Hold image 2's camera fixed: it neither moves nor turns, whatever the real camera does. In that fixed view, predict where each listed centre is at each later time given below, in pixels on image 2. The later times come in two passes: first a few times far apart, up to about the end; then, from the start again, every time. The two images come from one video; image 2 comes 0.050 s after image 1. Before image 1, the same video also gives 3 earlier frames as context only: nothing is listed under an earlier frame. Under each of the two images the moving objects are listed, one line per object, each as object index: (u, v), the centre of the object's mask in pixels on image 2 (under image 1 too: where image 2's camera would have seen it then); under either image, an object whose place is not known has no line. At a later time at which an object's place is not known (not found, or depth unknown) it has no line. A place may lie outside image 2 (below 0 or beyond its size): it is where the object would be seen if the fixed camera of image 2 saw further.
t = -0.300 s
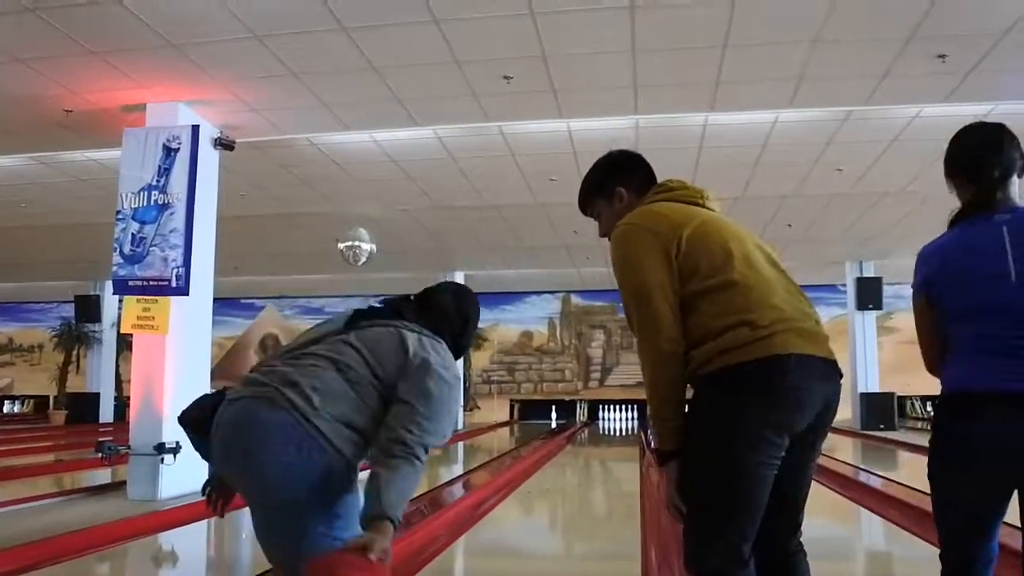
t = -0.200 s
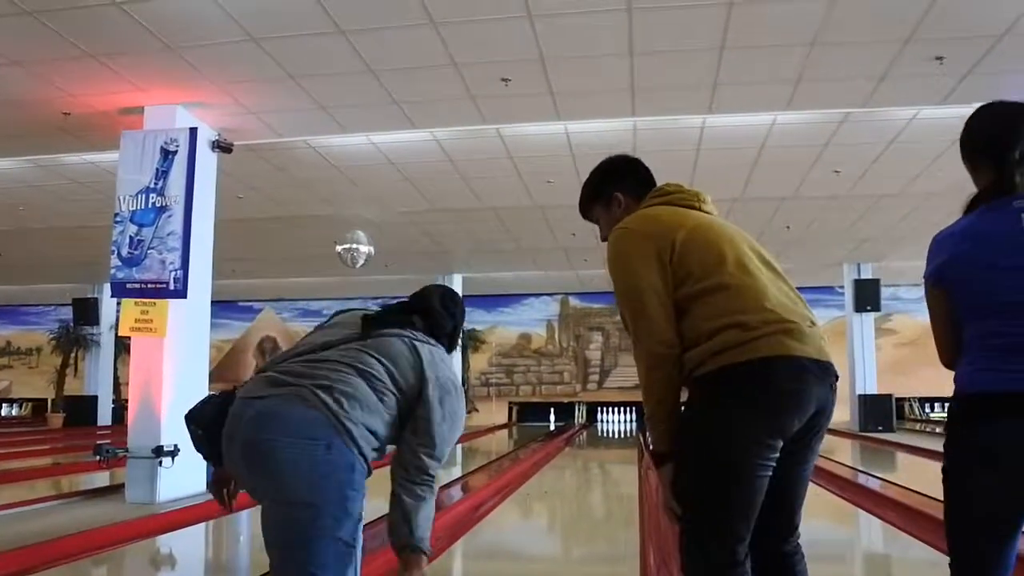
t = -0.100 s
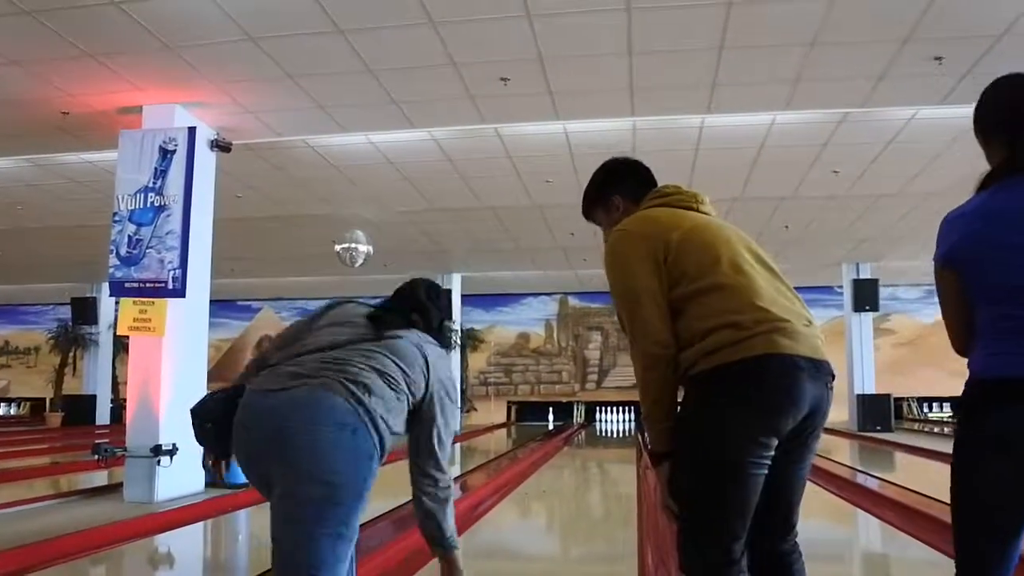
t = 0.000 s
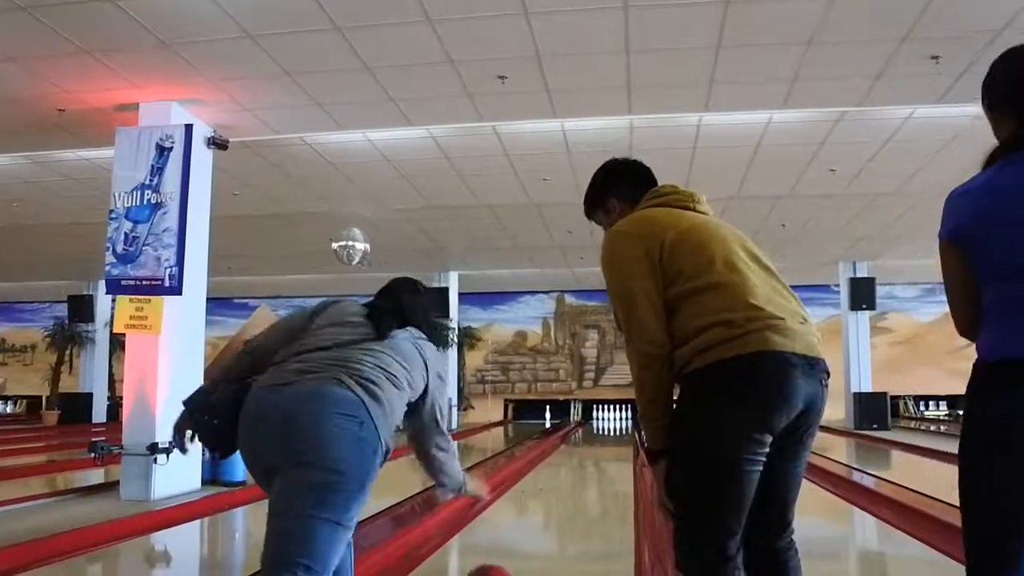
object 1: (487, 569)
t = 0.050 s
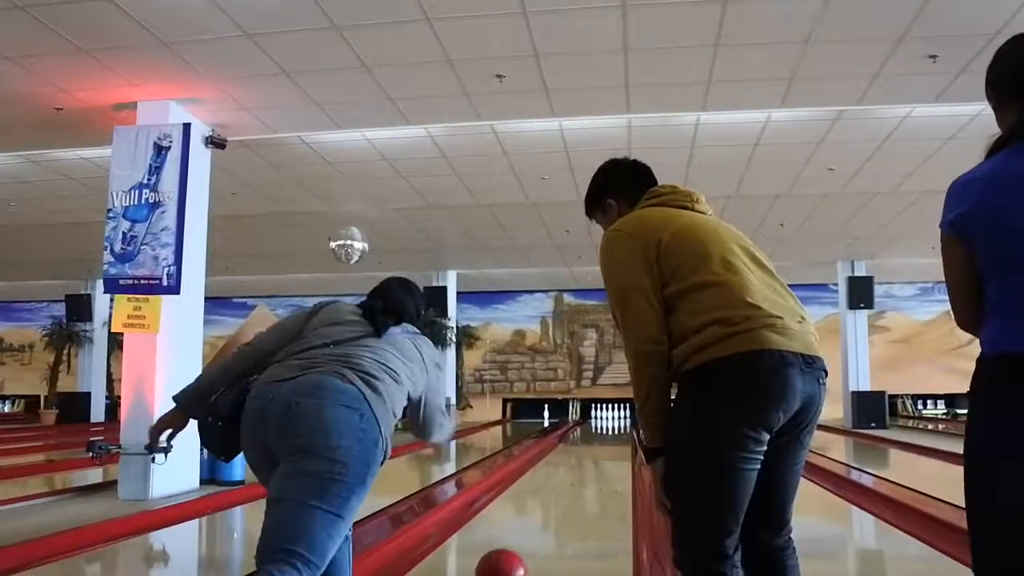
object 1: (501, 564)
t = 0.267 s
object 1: (541, 522)
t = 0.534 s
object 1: (568, 487)
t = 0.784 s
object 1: (582, 467)
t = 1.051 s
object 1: (593, 452)
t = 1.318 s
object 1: (600, 444)
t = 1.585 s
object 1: (606, 437)
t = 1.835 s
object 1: (608, 432)
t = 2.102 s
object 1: (612, 427)
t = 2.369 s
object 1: (615, 426)
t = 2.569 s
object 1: (617, 423)
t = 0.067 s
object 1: (505, 562)
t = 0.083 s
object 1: (509, 559)
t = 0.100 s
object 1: (513, 557)
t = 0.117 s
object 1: (517, 554)
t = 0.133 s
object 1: (520, 551)
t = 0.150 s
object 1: (523, 547)
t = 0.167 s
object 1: (526, 543)
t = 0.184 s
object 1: (529, 539)
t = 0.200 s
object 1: (531, 535)
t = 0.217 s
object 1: (534, 532)
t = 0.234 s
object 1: (537, 529)
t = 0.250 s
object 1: (539, 526)
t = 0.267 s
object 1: (541, 522)
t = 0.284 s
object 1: (544, 519)
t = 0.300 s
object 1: (546, 516)
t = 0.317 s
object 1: (548, 514)
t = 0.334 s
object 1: (550, 511)
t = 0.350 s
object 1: (551, 508)
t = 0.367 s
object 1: (553, 506)
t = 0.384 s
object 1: (555, 503)
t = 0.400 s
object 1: (556, 501)
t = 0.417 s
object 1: (558, 499)
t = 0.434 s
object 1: (560, 497)
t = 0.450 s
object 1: (561, 495)
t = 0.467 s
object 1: (562, 494)
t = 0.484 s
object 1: (564, 492)
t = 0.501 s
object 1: (565, 490)
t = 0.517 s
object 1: (566, 489)
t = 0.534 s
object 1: (568, 487)
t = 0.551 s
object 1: (568, 485)
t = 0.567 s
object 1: (570, 484)
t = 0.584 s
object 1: (571, 482)
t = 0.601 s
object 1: (572, 481)
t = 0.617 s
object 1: (573, 479)
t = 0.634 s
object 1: (574, 478)
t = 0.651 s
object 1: (575, 476)
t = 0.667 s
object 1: (575, 475)
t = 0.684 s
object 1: (576, 474)
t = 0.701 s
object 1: (577, 473)
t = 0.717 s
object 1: (578, 471)
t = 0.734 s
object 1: (579, 470)
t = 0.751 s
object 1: (580, 469)
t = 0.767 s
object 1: (581, 468)
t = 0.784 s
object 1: (582, 467)
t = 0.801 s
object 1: (583, 466)
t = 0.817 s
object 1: (584, 465)
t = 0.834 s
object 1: (584, 464)
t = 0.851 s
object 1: (585, 462)
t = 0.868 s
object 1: (586, 462)
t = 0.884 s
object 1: (586, 461)
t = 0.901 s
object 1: (587, 460)
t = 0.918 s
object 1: (588, 459)
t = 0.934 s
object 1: (588, 458)
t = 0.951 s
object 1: (589, 457)
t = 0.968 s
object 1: (589, 457)
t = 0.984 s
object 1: (590, 455)
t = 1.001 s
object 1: (591, 454)
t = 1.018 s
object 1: (592, 453)
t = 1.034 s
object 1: (592, 453)
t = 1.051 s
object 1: (593, 452)
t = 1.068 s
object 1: (593, 452)
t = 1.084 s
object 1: (594, 451)
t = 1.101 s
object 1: (595, 451)
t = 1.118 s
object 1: (595, 450)
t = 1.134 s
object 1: (595, 449)
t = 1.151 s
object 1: (595, 448)
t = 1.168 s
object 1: (596, 448)
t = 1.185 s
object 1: (597, 448)
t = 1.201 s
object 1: (597, 448)
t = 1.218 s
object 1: (597, 448)
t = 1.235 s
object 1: (597, 447)
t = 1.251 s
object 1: (598, 446)
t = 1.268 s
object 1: (599, 445)
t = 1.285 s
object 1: (600, 445)
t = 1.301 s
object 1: (600, 445)
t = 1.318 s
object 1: (600, 444)
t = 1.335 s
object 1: (601, 443)
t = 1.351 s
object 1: (601, 442)
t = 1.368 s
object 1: (601, 442)
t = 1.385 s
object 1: (601, 441)
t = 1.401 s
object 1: (602, 441)
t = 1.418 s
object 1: (603, 441)
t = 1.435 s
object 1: (603, 441)
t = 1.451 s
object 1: (602, 441)
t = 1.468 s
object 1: (603, 440)
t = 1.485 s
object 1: (604, 439)
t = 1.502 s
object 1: (603, 439)
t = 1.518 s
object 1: (604, 438)
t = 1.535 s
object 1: (605, 437)
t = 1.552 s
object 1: (605, 437)
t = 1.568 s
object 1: (605, 437)
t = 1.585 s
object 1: (606, 437)
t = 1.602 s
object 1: (606, 437)
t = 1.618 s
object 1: (606, 436)
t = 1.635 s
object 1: (606, 436)
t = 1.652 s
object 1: (606, 434)
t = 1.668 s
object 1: (605, 434)
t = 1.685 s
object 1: (606, 434)
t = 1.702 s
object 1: (606, 434)
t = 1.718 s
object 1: (606, 434)
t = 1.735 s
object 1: (607, 433)
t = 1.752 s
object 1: (607, 433)
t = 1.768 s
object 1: (607, 432)
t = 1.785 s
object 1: (608, 432)
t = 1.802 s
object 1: (608, 432)
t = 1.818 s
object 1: (608, 432)
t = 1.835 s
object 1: (608, 432)
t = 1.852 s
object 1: (609, 431)
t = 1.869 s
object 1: (610, 430)
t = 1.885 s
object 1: (611, 429)
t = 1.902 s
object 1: (610, 430)
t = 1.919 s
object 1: (611, 429)
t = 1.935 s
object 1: (611, 429)
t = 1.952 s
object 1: (611, 429)
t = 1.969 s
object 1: (610, 429)
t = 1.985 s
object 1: (612, 429)
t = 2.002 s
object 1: (612, 428)
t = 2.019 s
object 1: (611, 428)
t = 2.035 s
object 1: (612, 427)
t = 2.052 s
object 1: (611, 427)
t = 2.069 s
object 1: (612, 427)
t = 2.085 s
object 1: (612, 427)
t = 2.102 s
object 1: (612, 427)
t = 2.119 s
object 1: (613, 426)
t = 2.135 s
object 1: (613, 426)
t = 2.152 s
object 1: (613, 426)
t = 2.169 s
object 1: (612, 426)
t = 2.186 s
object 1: (614, 425)
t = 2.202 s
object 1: (615, 425)
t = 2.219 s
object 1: (615, 425)
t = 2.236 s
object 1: (614, 425)
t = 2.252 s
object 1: (614, 425)
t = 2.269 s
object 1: (615, 425)
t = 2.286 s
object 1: (615, 425)
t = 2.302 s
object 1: (615, 425)
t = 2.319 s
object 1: (615, 425)
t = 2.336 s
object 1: (615, 425)
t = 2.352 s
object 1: (615, 426)
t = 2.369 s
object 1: (615, 426)
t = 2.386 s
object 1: (616, 425)
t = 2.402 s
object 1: (616, 424)
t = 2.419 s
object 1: (616, 424)
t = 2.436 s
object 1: (616, 424)
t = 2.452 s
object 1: (616, 422)
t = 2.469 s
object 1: (616, 423)
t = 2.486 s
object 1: (616, 423)
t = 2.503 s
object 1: (617, 423)
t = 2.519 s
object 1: (616, 423)
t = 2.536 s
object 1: (617, 423)
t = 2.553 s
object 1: (617, 422)
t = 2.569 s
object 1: (617, 423)
